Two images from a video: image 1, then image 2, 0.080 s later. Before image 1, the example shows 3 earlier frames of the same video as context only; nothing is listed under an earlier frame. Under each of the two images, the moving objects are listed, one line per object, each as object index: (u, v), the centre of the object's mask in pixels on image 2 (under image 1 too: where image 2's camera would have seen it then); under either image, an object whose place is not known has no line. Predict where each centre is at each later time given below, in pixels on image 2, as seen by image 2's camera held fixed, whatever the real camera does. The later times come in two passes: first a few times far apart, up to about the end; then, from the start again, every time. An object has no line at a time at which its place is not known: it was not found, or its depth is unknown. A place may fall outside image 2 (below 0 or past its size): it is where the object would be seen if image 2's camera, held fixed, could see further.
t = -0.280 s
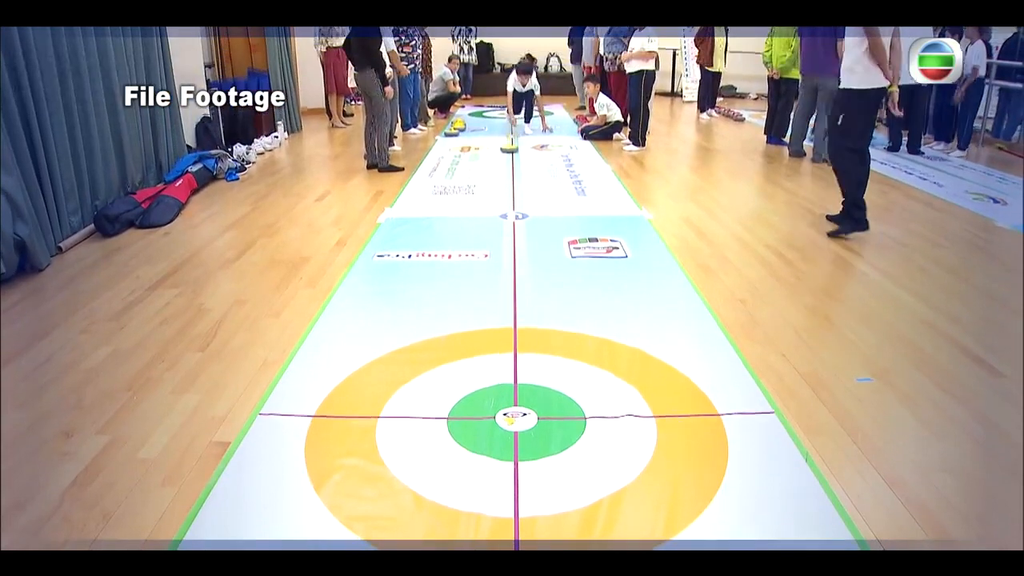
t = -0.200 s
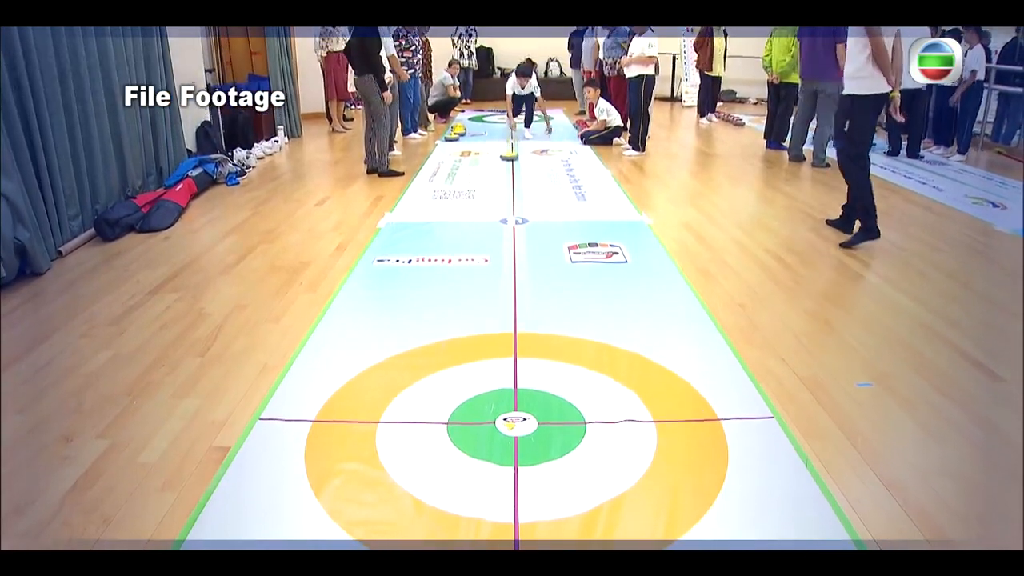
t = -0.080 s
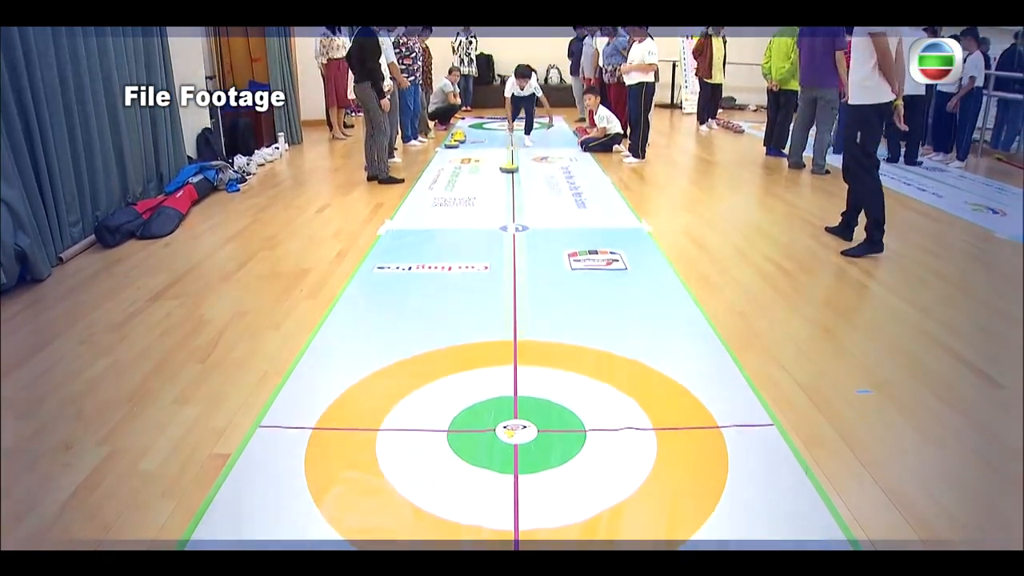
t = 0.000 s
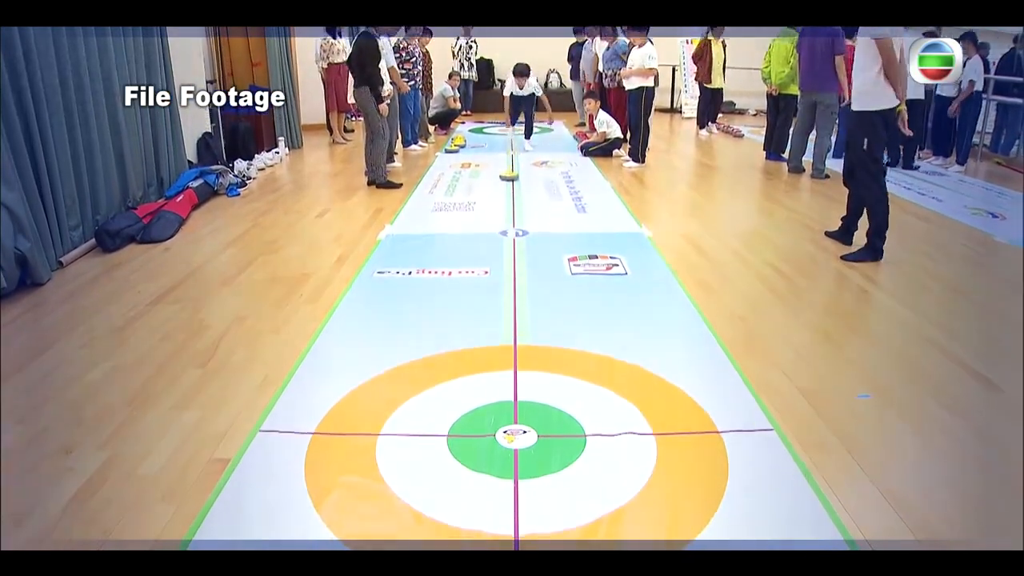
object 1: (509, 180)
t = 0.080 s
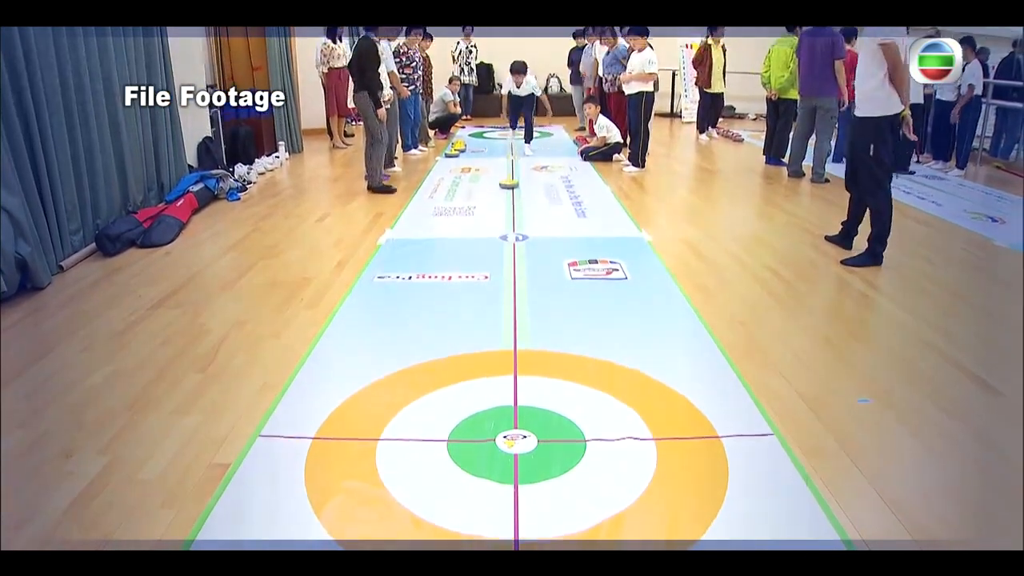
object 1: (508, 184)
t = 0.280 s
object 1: (508, 193)
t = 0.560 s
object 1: (508, 206)
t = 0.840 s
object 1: (507, 220)
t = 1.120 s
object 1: (506, 235)
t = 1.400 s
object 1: (503, 251)
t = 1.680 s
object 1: (499, 268)
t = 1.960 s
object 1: (496, 285)
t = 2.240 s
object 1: (492, 302)
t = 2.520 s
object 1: (488, 319)
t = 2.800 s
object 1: (484, 334)
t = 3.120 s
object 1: (481, 349)
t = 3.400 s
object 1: (479, 360)
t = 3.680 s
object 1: (479, 368)
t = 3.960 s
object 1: (479, 372)
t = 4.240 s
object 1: (478, 374)
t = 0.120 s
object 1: (508, 186)
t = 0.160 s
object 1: (508, 187)
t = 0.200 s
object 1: (508, 189)
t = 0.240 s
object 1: (508, 191)
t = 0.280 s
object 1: (508, 193)
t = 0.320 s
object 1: (508, 194)
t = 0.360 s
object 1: (508, 196)
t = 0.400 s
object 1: (508, 198)
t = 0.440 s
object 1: (508, 200)
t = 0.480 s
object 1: (508, 202)
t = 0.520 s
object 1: (508, 204)
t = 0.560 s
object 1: (508, 206)
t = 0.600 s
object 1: (508, 208)
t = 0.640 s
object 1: (507, 210)
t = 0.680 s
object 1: (507, 212)
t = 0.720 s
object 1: (507, 214)
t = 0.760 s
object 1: (507, 216)
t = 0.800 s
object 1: (507, 218)
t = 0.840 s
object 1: (507, 220)
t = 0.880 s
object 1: (506, 223)
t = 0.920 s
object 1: (507, 224)
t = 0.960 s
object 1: (506, 226)
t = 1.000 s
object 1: (506, 229)
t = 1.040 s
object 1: (506, 231)
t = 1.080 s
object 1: (505, 233)
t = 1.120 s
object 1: (506, 235)
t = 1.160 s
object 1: (505, 238)
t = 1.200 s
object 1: (505, 239)
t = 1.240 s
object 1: (505, 242)
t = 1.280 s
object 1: (504, 244)
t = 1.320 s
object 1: (503, 246)
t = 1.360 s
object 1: (503, 248)
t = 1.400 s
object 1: (503, 251)
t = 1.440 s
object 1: (502, 253)
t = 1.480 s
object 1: (502, 255)
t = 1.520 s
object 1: (502, 257)
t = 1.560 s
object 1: (501, 261)
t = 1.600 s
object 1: (501, 263)
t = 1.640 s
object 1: (499, 266)
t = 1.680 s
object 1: (499, 268)
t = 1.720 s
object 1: (499, 270)
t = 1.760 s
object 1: (498, 273)
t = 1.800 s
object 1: (498, 275)
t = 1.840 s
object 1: (497, 278)
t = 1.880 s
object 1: (496, 280)
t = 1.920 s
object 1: (496, 283)
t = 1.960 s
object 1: (496, 285)
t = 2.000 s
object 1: (495, 288)
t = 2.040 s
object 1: (494, 290)
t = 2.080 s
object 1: (493, 292)
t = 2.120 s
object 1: (493, 295)
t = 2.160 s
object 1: (493, 298)
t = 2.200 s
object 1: (492, 300)
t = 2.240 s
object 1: (492, 302)
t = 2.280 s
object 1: (491, 305)
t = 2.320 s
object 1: (491, 307)
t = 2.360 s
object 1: (491, 309)
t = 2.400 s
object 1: (489, 312)
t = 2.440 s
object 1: (489, 315)
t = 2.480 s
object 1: (488, 316)
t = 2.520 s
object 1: (488, 319)
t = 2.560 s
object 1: (487, 321)
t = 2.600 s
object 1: (487, 323)
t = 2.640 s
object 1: (486, 326)
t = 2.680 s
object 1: (485, 328)
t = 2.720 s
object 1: (485, 330)
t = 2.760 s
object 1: (485, 332)
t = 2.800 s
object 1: (484, 334)
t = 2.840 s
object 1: (483, 337)
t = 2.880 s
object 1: (483, 338)
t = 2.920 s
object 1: (482, 341)
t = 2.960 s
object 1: (482, 342)
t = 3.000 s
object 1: (482, 344)
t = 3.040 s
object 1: (481, 346)
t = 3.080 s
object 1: (481, 348)
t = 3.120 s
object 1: (481, 349)
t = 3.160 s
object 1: (480, 351)
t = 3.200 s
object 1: (480, 353)
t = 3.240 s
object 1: (480, 354)
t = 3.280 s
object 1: (480, 356)
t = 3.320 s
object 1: (479, 357)
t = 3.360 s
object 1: (480, 359)
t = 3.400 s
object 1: (479, 360)
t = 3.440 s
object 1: (479, 361)
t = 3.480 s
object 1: (479, 363)
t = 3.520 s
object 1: (479, 364)
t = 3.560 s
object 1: (479, 365)
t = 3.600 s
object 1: (479, 366)
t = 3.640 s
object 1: (479, 367)
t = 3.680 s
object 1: (479, 368)
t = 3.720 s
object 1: (479, 369)
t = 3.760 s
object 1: (479, 369)
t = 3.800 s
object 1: (479, 370)
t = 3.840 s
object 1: (479, 371)
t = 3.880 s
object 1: (479, 371)
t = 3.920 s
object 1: (479, 372)
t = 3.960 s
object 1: (479, 372)
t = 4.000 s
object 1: (479, 373)
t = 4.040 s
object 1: (479, 374)
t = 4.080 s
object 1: (479, 374)
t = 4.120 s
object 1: (478, 374)
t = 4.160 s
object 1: (478, 374)
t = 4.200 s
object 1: (478, 374)
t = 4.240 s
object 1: (478, 374)
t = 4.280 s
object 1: (478, 374)
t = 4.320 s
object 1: (478, 374)
